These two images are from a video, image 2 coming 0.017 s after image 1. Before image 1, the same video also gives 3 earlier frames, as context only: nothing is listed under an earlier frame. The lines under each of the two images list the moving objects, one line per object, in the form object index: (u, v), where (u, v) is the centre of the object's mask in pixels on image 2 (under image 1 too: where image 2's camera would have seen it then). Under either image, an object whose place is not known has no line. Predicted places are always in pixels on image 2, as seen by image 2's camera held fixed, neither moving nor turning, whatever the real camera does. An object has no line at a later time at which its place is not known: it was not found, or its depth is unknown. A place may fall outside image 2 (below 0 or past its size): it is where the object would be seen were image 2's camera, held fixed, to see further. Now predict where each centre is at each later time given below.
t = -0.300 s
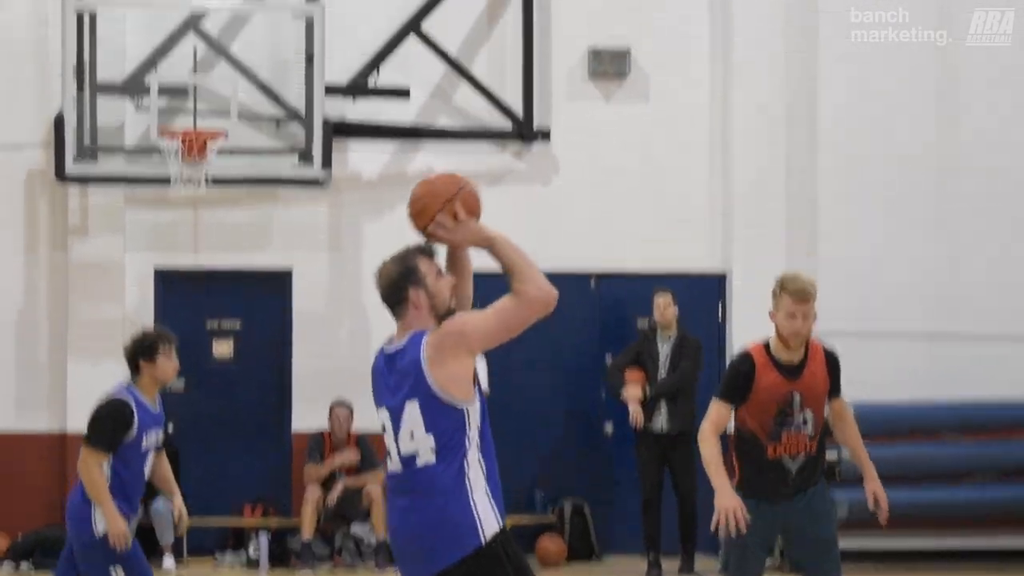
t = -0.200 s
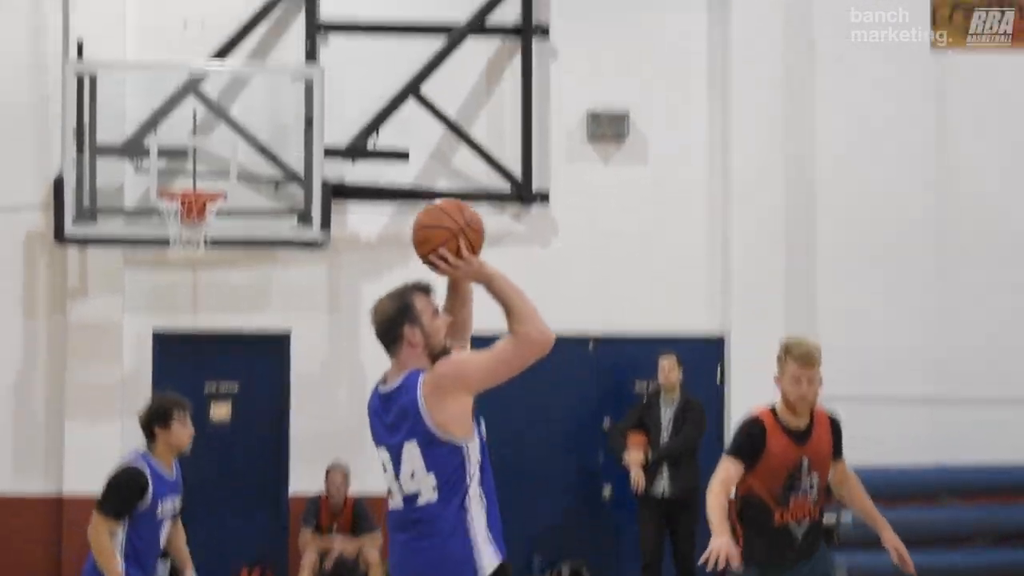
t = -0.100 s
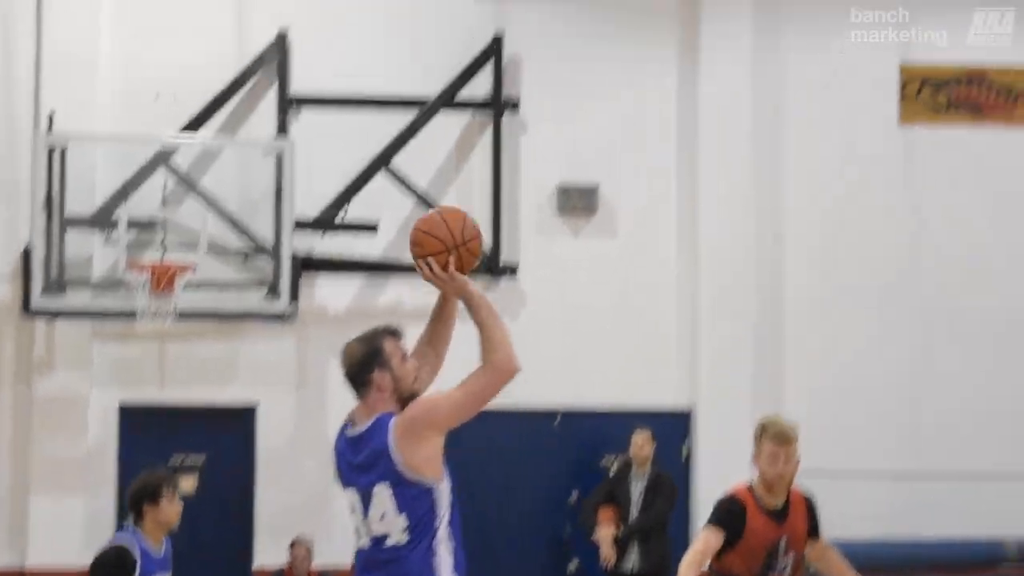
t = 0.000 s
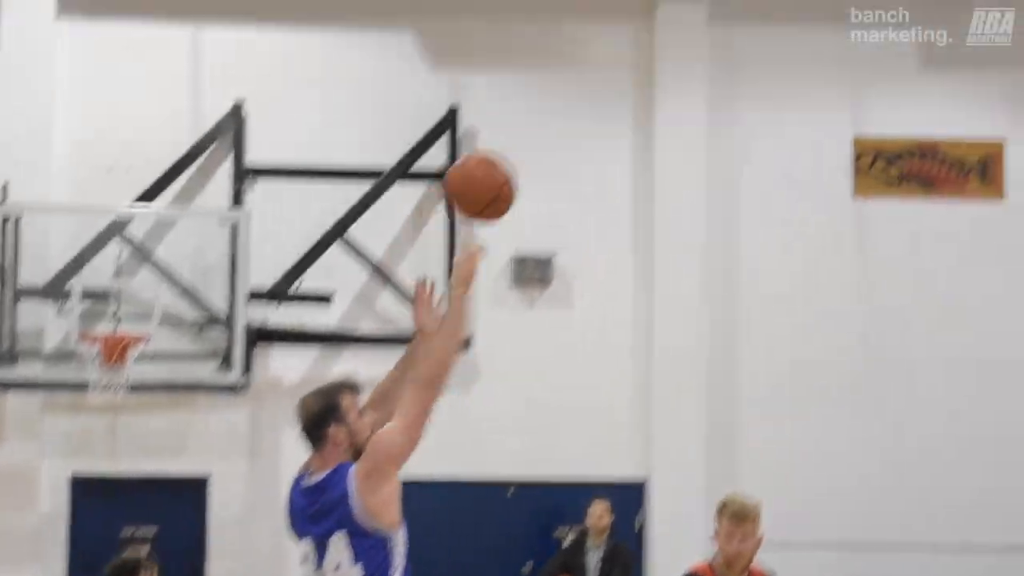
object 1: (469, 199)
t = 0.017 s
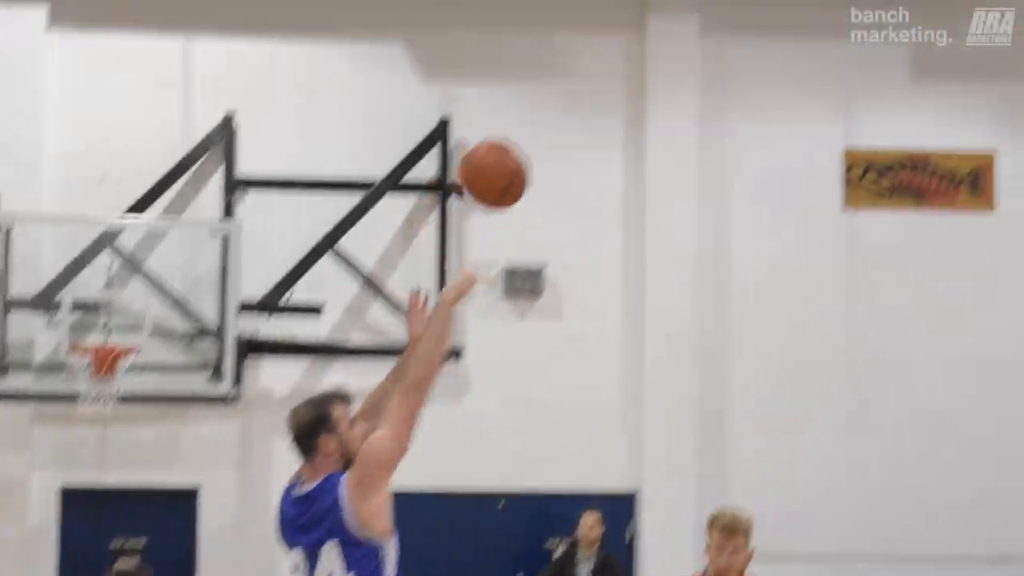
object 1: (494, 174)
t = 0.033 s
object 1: (515, 149)
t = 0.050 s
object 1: (538, 127)
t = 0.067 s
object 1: (559, 104)
